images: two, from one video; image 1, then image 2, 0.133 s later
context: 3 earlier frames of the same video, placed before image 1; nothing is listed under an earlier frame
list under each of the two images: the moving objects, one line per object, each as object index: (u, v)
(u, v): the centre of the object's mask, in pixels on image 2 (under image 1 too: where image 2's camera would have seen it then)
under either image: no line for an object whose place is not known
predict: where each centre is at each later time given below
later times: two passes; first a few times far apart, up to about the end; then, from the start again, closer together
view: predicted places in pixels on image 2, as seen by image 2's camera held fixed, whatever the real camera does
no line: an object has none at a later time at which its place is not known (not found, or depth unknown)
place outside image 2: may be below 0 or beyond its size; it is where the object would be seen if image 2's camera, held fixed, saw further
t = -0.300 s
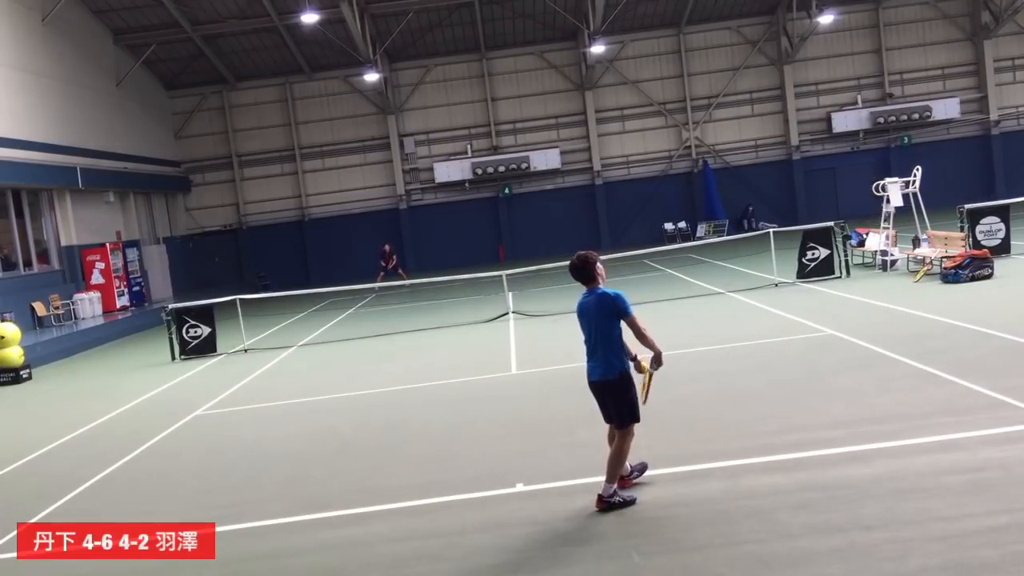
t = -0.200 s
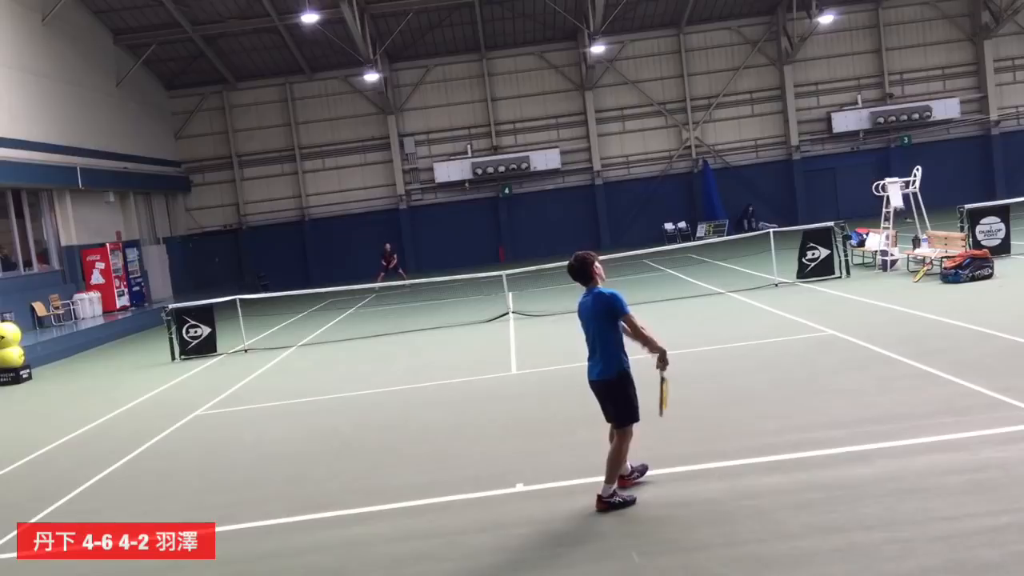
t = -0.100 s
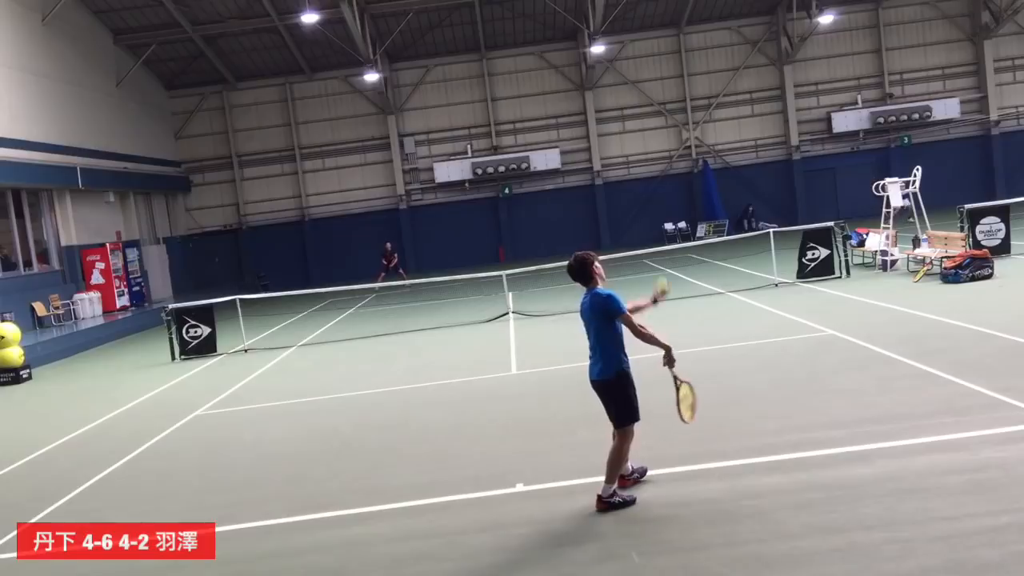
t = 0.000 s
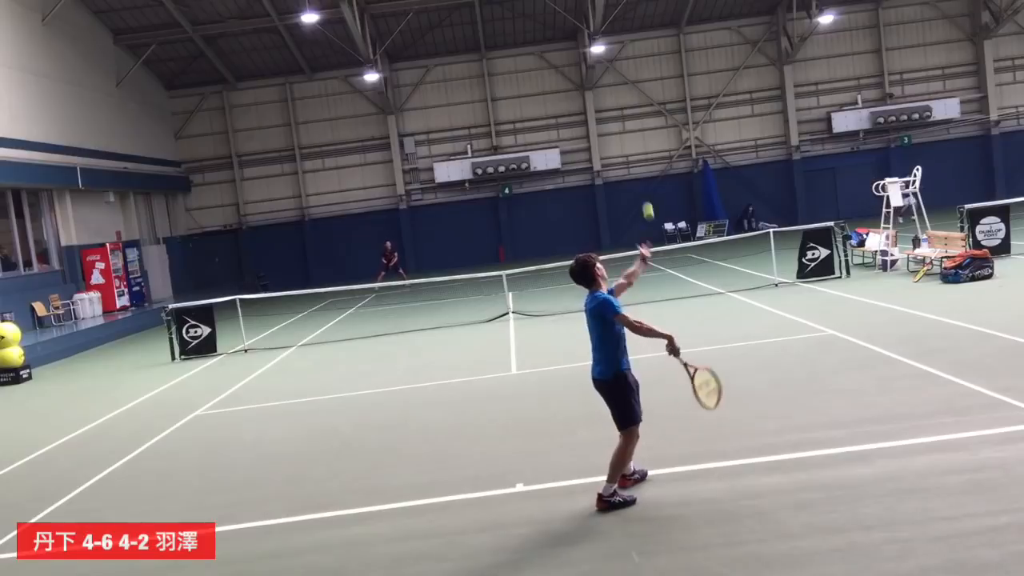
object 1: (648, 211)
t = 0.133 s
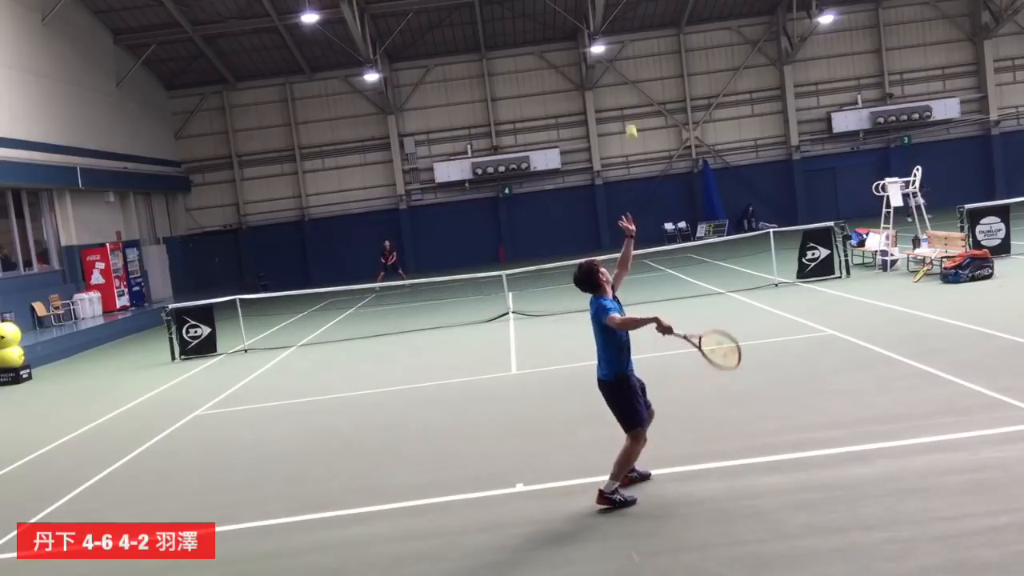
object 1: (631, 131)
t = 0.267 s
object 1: (617, 77)
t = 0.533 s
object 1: (598, 38)
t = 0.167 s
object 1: (627, 115)
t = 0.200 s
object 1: (624, 101)
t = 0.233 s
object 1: (620, 88)
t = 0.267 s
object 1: (617, 77)
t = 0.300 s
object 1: (614, 67)
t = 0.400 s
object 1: (606, 45)
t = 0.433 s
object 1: (604, 41)
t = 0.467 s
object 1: (602, 39)
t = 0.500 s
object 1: (600, 38)
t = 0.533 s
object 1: (598, 38)
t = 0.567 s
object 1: (596, 40)
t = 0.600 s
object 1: (595, 41)
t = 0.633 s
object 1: (594, 47)
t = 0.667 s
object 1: (593, 53)
